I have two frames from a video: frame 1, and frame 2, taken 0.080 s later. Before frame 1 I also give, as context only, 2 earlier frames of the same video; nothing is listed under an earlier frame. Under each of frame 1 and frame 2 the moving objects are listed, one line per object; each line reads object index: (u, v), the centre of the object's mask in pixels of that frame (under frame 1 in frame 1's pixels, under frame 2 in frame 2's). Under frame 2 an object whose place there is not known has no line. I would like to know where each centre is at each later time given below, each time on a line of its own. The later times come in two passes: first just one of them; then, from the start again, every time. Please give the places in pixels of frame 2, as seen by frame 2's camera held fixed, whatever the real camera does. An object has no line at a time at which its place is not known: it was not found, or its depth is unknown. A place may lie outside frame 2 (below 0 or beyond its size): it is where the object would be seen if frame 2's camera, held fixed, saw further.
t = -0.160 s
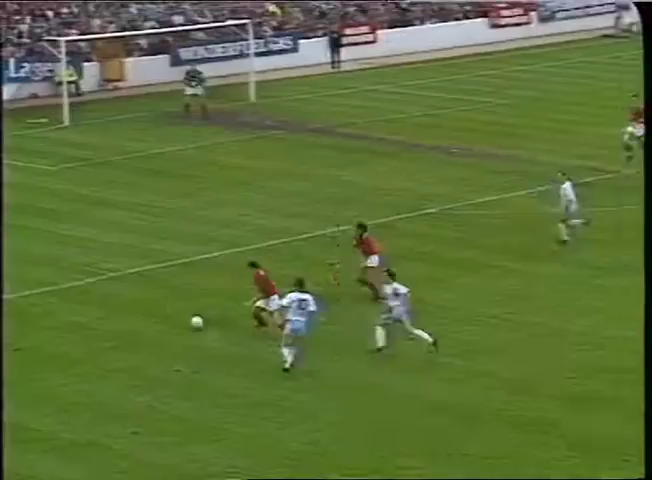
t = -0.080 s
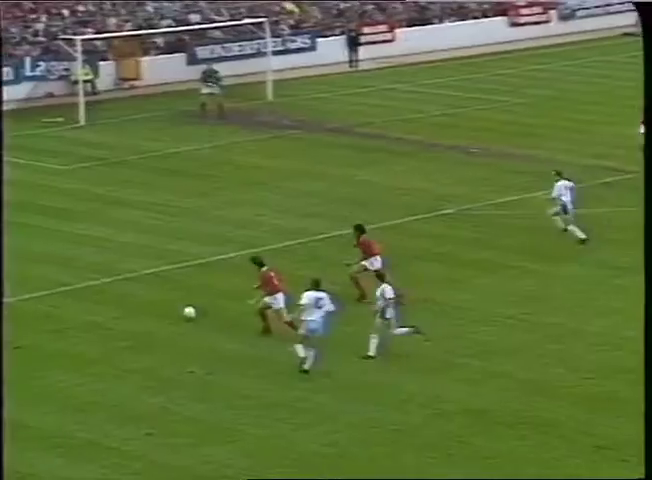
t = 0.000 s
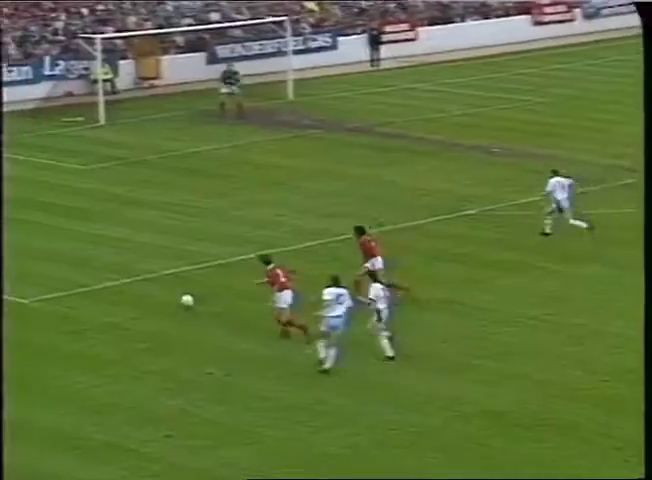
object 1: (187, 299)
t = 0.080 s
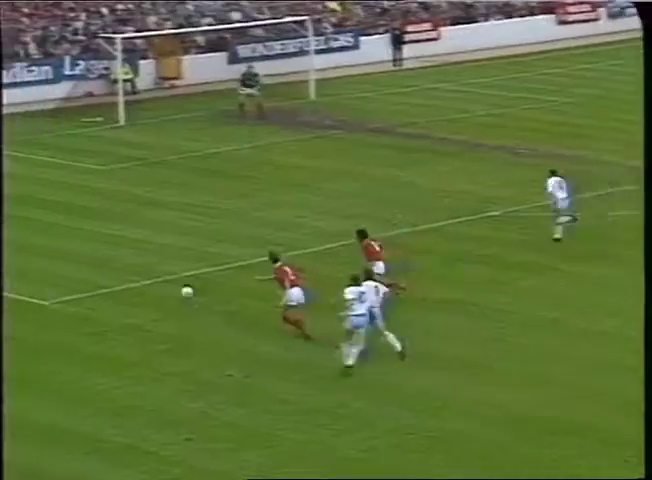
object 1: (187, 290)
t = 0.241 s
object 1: (152, 276)
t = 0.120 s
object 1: (177, 287)
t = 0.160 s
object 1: (169, 284)
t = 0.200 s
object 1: (159, 282)
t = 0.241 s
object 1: (152, 276)
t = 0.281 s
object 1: (144, 270)
